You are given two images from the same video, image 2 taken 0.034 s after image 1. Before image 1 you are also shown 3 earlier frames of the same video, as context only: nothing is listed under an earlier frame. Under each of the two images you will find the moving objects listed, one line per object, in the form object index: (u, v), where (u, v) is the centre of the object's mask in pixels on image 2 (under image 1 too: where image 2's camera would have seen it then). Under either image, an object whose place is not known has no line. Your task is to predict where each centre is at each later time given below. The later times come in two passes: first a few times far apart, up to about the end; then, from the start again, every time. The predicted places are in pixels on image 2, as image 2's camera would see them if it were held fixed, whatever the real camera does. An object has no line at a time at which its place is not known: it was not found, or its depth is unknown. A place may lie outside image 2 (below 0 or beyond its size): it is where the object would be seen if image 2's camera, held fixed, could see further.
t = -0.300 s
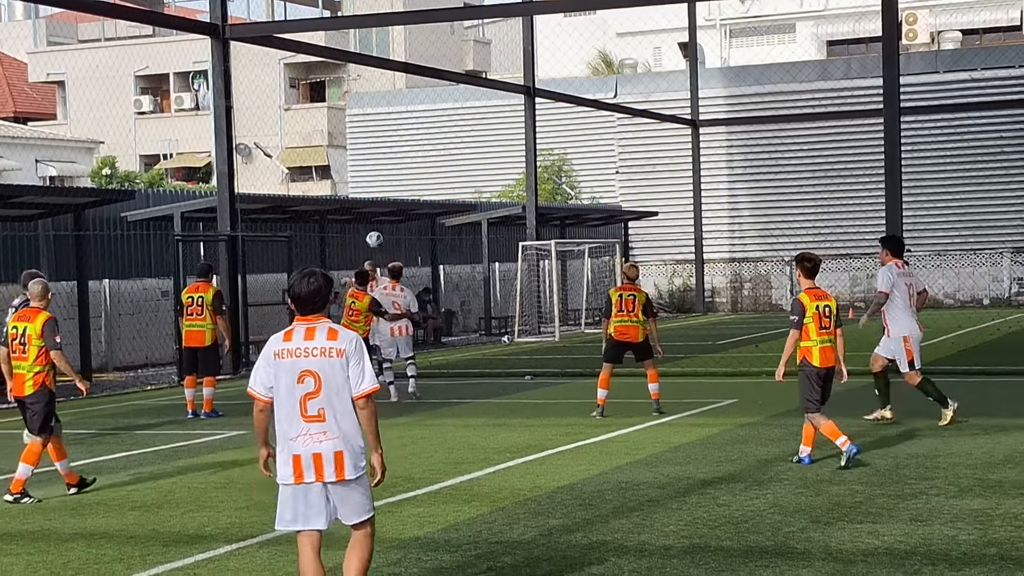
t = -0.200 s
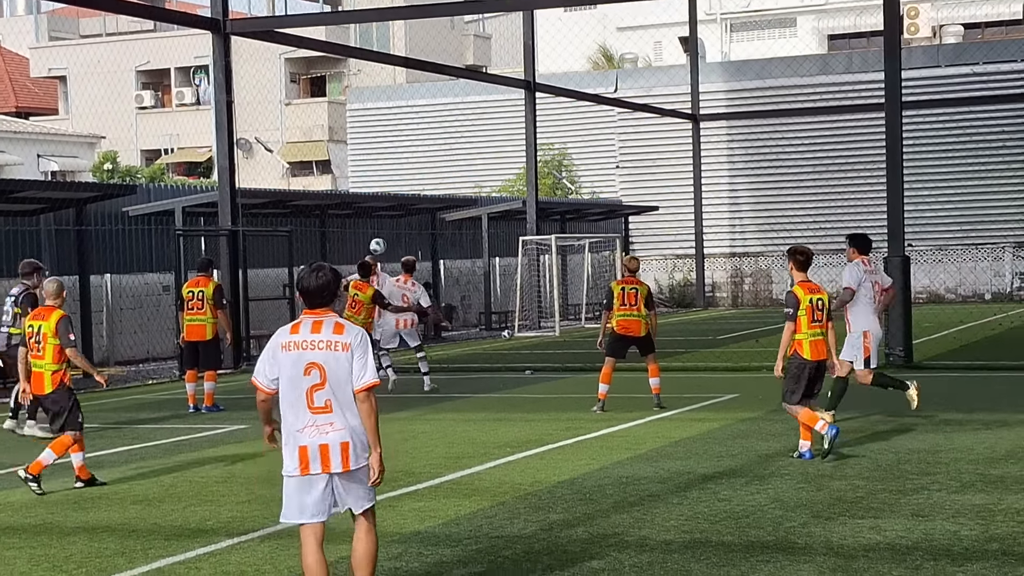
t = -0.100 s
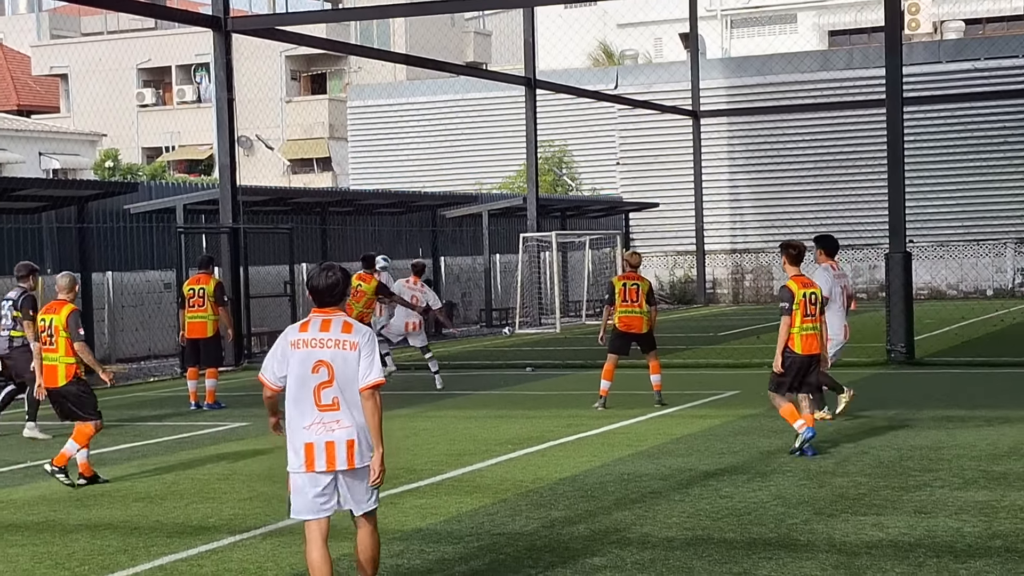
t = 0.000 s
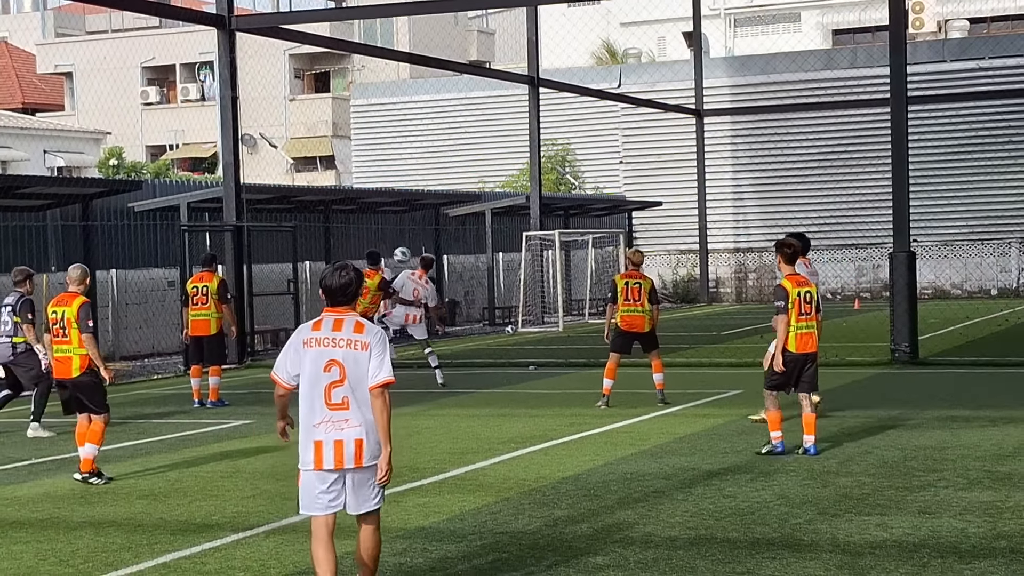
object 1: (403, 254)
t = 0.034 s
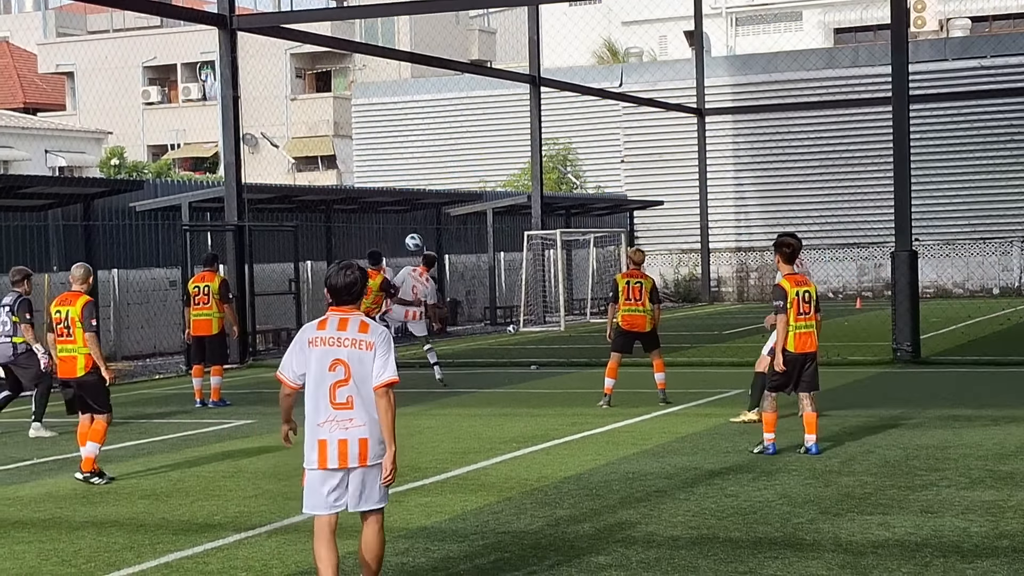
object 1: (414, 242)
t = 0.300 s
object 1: (499, 168)
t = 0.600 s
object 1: (601, 155)
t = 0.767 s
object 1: (663, 180)
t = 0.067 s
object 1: (424, 229)
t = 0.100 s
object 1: (434, 218)
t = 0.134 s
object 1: (445, 208)
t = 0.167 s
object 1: (455, 199)
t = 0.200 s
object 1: (466, 191)
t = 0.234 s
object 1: (477, 182)
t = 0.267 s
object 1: (488, 175)
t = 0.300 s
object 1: (499, 168)
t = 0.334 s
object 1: (510, 163)
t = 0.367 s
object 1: (521, 159)
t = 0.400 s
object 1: (532, 155)
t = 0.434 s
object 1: (543, 151)
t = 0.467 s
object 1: (555, 151)
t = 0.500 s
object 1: (566, 149)
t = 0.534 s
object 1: (578, 151)
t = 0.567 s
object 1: (590, 152)
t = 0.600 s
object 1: (601, 155)
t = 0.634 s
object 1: (614, 158)
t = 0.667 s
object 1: (626, 162)
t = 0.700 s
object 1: (638, 167)
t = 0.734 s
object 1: (651, 173)
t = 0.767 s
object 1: (663, 180)
